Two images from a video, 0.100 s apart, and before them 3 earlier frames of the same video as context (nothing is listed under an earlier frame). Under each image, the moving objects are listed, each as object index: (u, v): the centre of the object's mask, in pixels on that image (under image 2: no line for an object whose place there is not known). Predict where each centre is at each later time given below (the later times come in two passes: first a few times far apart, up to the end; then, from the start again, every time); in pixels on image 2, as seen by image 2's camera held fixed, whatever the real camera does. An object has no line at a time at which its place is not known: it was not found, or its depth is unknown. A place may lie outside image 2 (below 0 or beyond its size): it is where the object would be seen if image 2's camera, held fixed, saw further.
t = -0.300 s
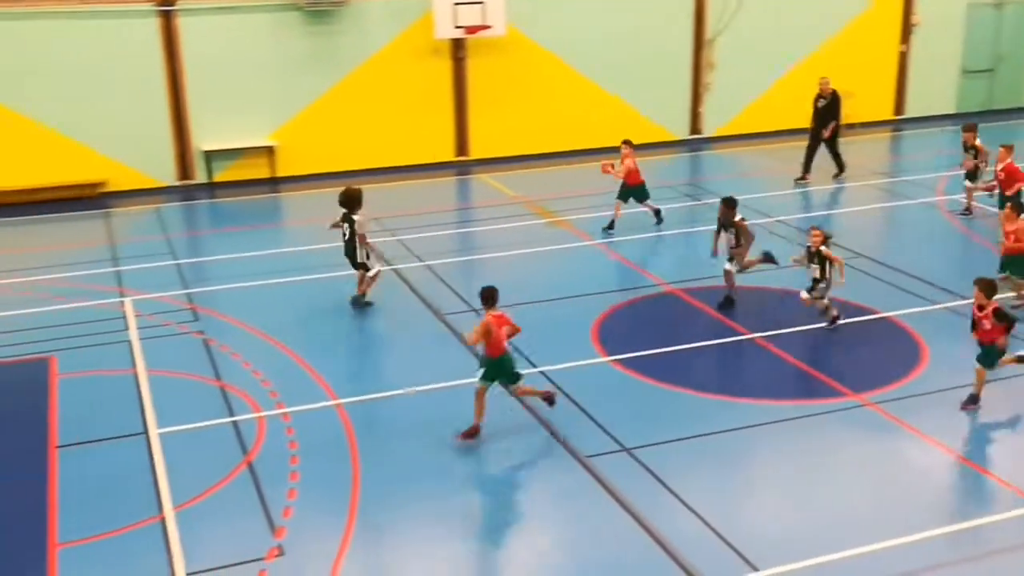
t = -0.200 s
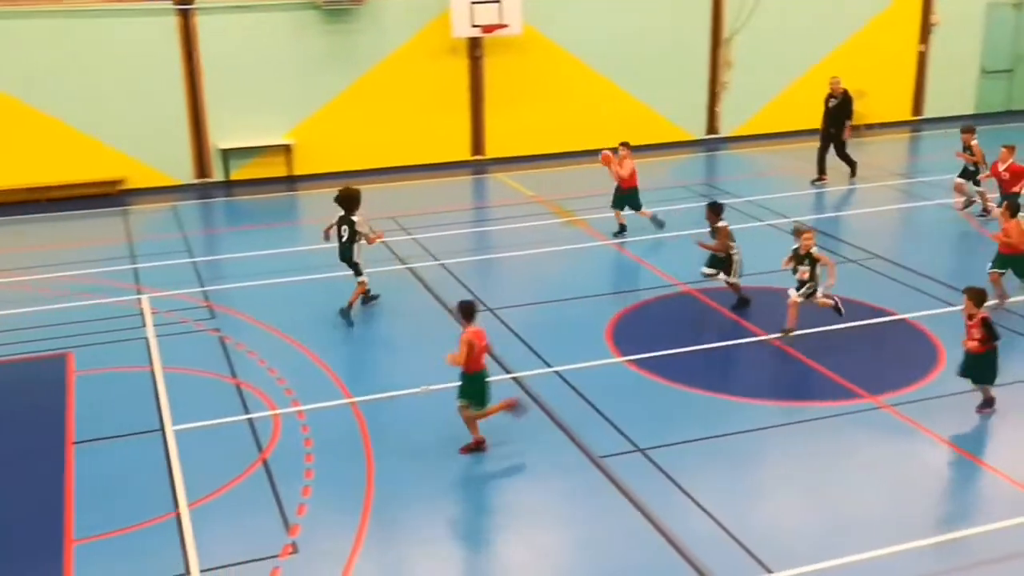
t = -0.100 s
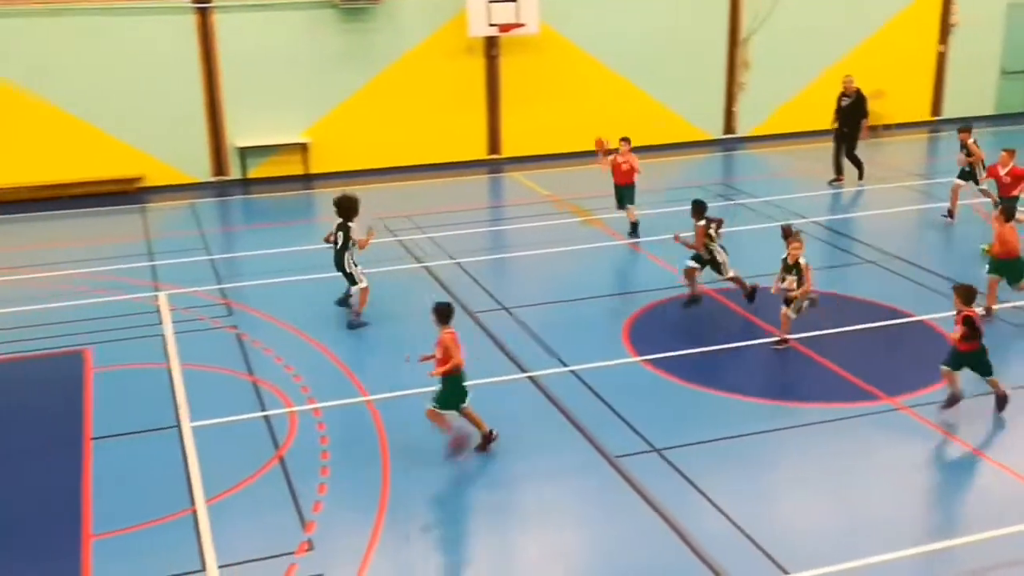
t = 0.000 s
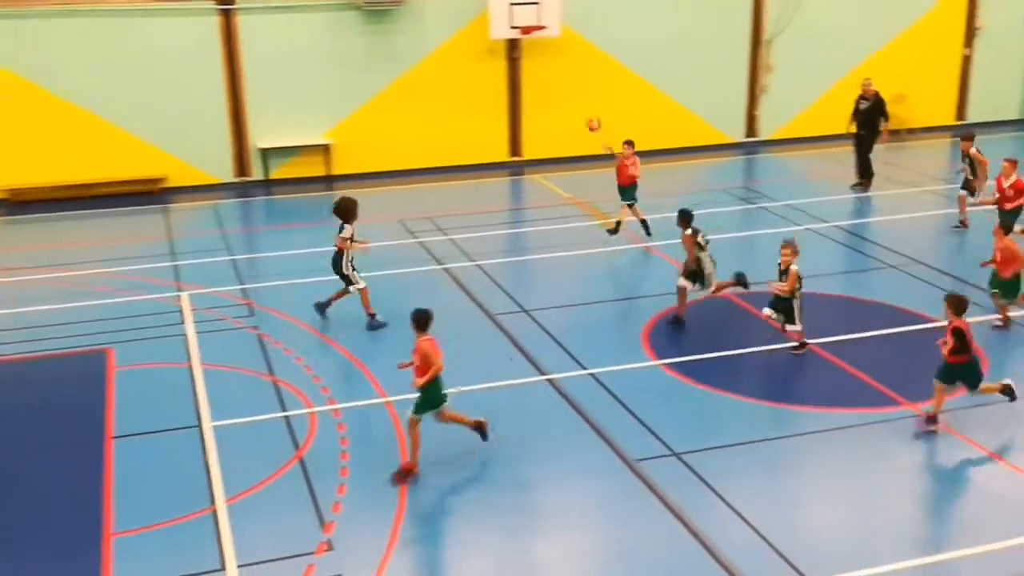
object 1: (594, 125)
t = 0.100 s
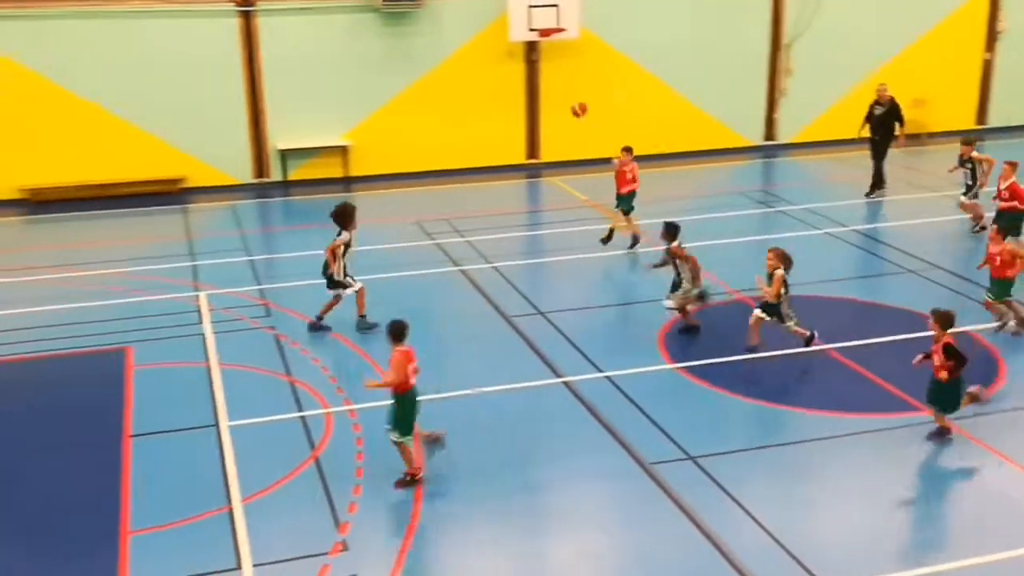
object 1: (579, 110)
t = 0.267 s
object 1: (522, 94)
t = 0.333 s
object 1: (497, 92)
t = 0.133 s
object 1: (569, 104)
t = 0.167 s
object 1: (558, 101)
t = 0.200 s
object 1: (546, 98)
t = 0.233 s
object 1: (536, 94)
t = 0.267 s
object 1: (522, 94)
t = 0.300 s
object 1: (510, 92)
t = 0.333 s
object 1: (497, 92)
